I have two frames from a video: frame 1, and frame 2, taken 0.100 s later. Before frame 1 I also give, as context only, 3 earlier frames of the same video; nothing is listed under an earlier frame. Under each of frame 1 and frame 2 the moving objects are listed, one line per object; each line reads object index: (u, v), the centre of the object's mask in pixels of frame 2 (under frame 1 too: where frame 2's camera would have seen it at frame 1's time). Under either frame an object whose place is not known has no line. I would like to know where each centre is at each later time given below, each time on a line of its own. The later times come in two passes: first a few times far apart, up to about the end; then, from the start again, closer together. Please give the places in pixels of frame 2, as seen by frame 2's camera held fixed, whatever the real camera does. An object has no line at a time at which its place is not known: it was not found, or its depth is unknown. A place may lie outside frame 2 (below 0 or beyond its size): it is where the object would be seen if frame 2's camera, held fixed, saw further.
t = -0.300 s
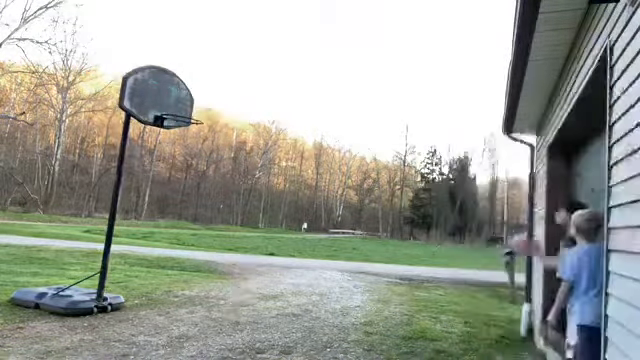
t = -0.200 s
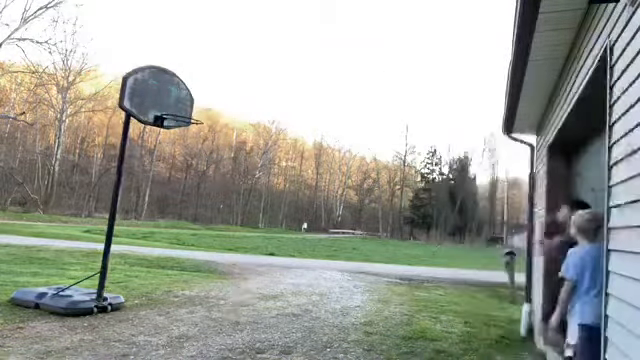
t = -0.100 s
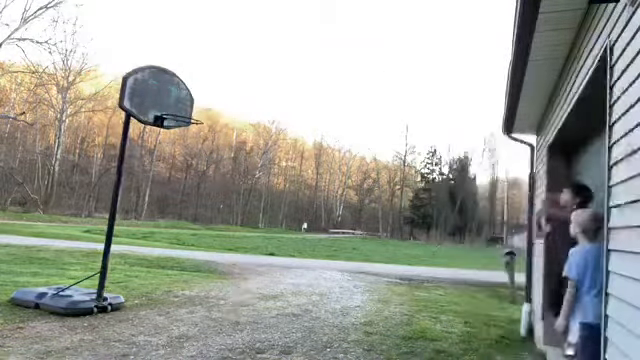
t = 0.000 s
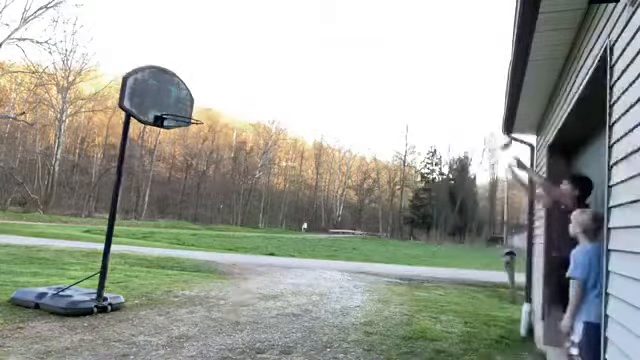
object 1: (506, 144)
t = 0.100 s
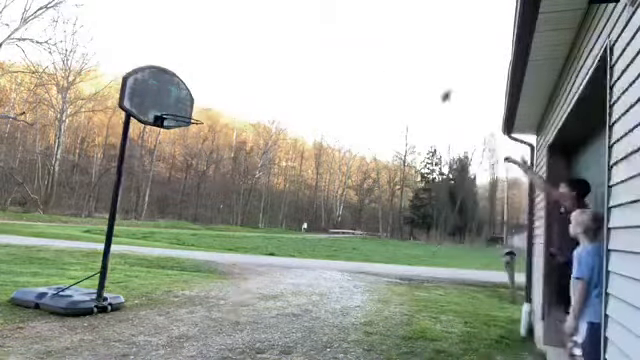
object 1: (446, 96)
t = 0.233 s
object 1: (375, 55)
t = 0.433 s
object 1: (285, 33)
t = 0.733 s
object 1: (172, 67)
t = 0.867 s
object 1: (173, 93)
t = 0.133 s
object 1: (427, 83)
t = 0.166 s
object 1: (409, 72)
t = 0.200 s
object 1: (392, 63)
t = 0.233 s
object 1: (375, 55)
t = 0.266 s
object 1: (359, 49)
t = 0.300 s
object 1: (343, 43)
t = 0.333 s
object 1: (329, 39)
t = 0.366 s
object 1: (313, 36)
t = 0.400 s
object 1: (300, 34)
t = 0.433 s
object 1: (285, 33)
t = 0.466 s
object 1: (272, 34)
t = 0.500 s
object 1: (258, 35)
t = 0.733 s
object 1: (172, 67)
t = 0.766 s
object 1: (171, 72)
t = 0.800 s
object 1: (166, 77)
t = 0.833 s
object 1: (171, 85)
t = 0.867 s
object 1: (173, 93)
